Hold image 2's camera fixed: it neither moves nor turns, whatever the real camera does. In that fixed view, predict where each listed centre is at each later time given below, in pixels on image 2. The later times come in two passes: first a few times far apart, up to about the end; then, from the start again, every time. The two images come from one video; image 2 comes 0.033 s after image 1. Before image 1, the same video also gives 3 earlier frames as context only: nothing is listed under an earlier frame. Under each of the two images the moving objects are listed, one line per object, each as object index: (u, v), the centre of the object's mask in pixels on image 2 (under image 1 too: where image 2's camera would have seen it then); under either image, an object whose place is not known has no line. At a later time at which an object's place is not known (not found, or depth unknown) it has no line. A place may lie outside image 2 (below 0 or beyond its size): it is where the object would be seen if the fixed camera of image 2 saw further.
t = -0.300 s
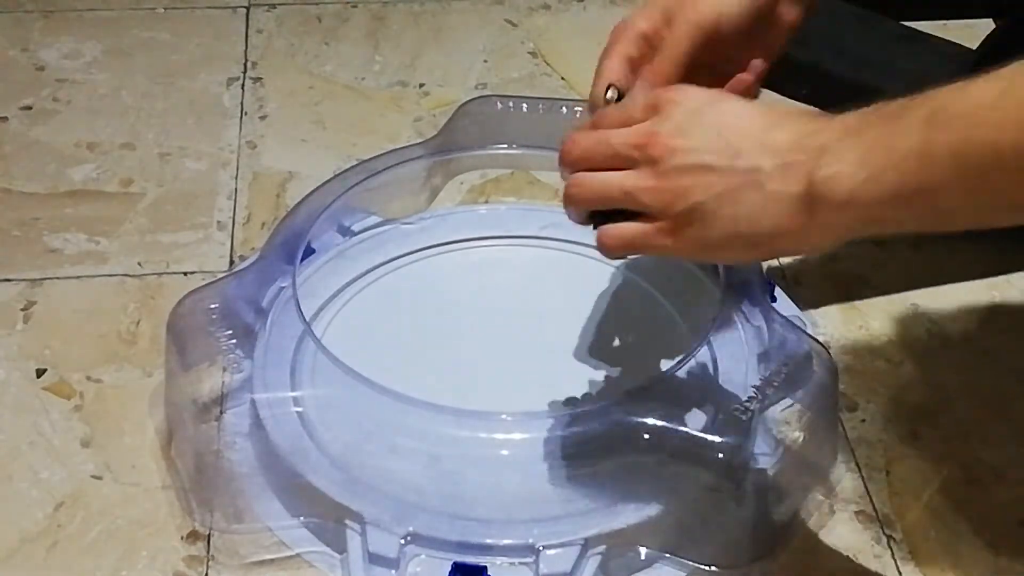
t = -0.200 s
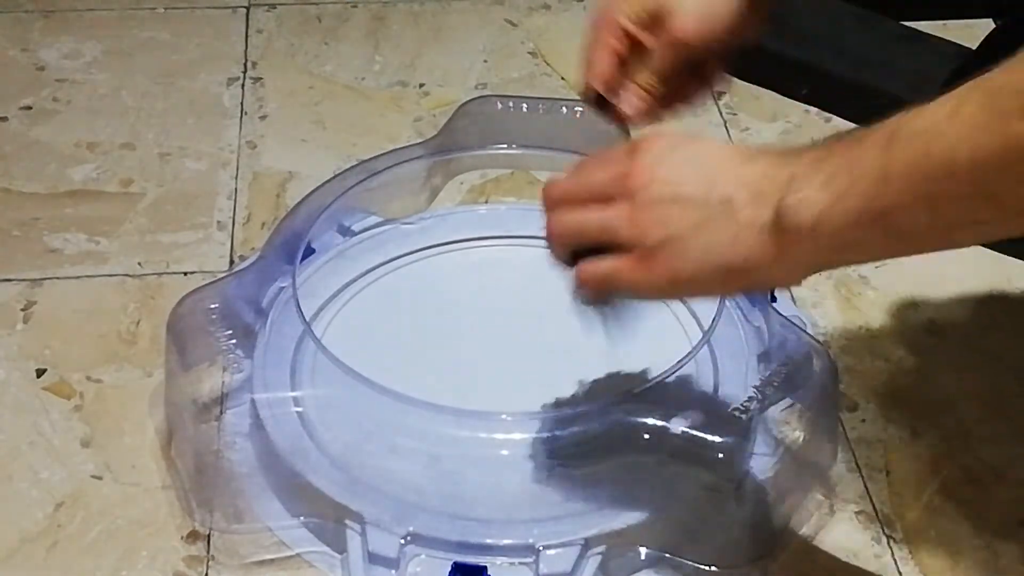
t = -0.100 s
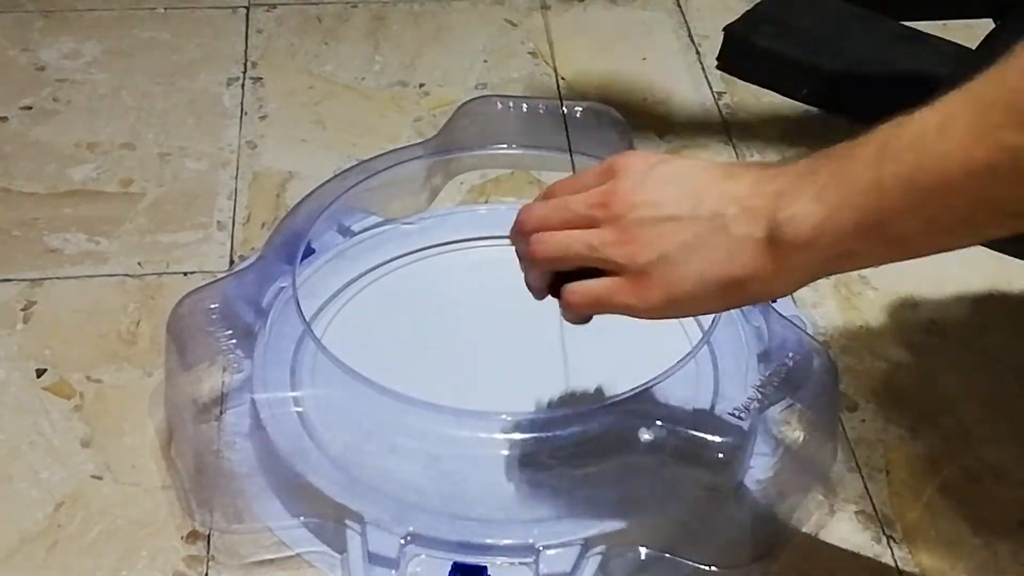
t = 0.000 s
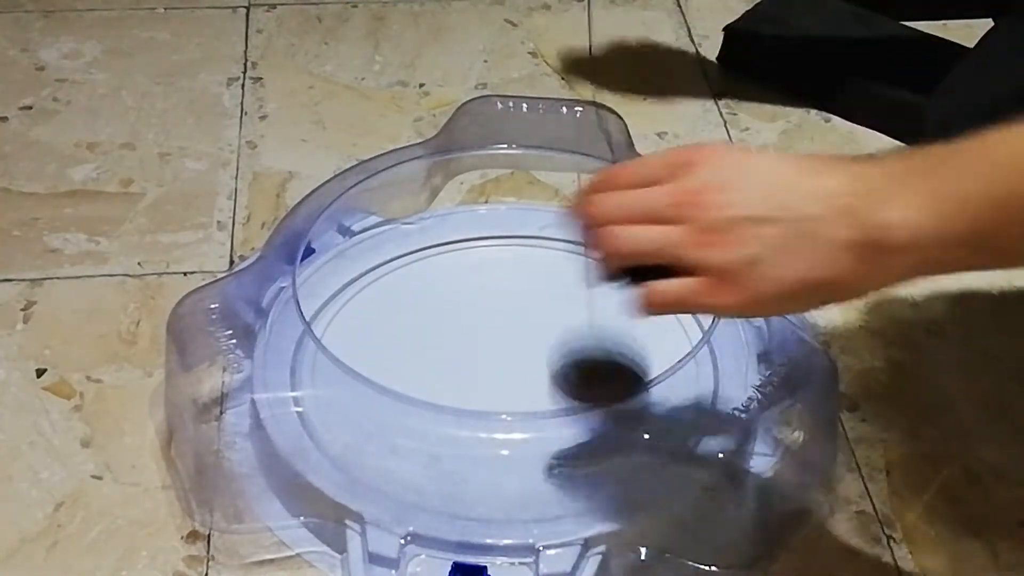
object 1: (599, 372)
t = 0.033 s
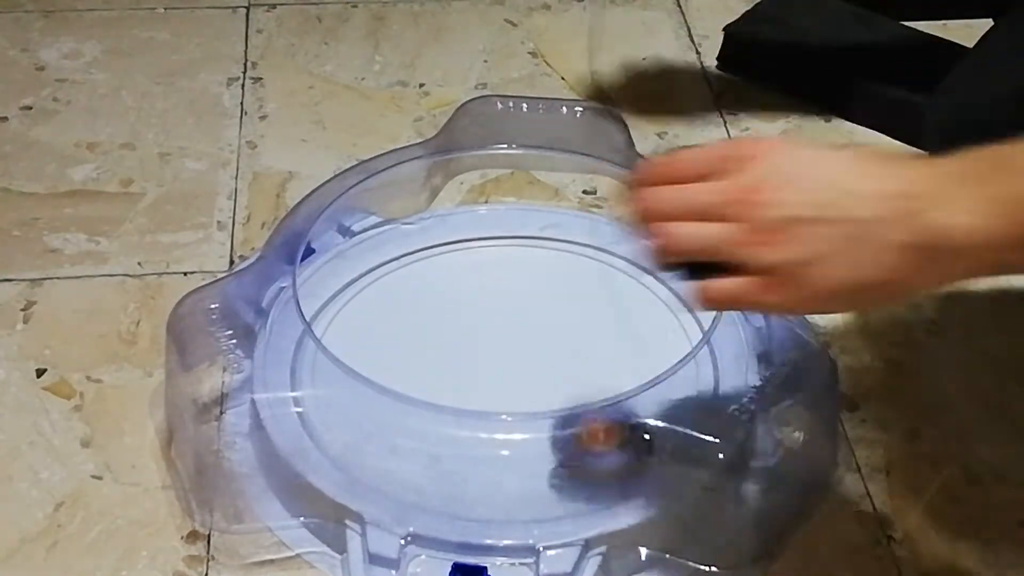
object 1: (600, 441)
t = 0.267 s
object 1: (567, 408)
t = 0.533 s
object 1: (435, 342)
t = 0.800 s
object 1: (381, 420)
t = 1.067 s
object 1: (573, 421)
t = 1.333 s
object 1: (524, 304)
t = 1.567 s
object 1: (366, 309)
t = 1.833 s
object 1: (434, 432)
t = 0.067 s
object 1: (597, 417)
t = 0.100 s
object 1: (593, 402)
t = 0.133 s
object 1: (589, 400)
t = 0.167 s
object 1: (583, 411)
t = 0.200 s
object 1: (576, 429)
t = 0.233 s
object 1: (572, 411)
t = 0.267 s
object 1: (567, 408)
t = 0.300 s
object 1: (563, 391)
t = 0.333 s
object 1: (559, 381)
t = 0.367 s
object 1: (551, 370)
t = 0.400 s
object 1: (534, 357)
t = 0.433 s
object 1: (512, 349)
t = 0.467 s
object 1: (489, 344)
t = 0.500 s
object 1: (461, 342)
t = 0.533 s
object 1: (435, 342)
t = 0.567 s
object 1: (411, 345)
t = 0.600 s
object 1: (391, 350)
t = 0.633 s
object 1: (376, 355)
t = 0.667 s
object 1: (361, 368)
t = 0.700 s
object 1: (356, 380)
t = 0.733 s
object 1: (358, 394)
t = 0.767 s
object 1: (366, 407)
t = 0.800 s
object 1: (381, 420)
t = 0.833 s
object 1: (401, 432)
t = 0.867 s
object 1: (426, 442)
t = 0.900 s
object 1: (452, 450)
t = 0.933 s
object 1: (480, 450)
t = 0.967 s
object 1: (508, 449)
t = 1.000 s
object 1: (535, 439)
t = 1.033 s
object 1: (557, 427)
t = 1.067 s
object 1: (573, 421)
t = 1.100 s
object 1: (582, 400)
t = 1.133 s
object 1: (588, 380)
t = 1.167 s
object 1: (590, 368)
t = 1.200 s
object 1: (585, 353)
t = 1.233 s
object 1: (576, 340)
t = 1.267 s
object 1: (562, 326)
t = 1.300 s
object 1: (544, 313)
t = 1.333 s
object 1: (524, 304)
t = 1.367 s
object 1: (501, 296)
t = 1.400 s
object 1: (477, 291)
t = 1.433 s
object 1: (451, 287)
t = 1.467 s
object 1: (428, 287)
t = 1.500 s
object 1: (405, 290)
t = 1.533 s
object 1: (385, 297)
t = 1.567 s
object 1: (366, 309)
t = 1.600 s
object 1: (355, 322)
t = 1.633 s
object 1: (350, 336)
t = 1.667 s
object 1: (343, 356)
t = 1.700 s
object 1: (351, 376)
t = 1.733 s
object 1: (363, 392)
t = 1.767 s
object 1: (381, 408)
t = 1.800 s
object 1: (407, 422)
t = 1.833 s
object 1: (434, 432)
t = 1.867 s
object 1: (462, 436)
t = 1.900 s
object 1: (490, 441)
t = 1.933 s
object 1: (518, 437)
